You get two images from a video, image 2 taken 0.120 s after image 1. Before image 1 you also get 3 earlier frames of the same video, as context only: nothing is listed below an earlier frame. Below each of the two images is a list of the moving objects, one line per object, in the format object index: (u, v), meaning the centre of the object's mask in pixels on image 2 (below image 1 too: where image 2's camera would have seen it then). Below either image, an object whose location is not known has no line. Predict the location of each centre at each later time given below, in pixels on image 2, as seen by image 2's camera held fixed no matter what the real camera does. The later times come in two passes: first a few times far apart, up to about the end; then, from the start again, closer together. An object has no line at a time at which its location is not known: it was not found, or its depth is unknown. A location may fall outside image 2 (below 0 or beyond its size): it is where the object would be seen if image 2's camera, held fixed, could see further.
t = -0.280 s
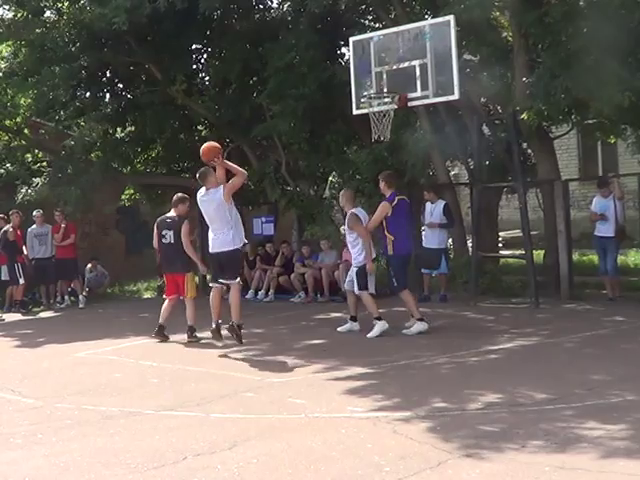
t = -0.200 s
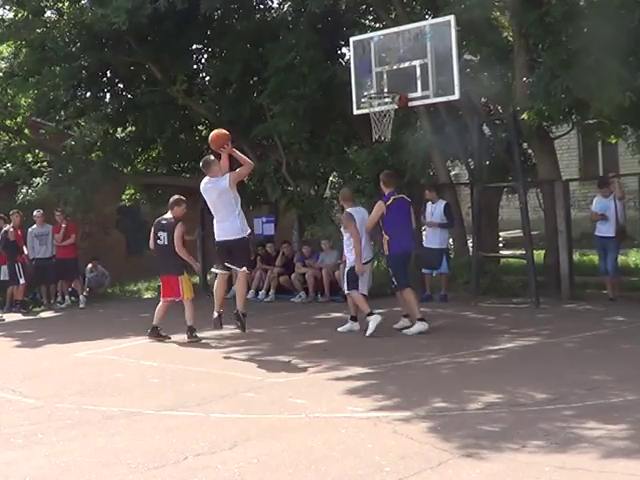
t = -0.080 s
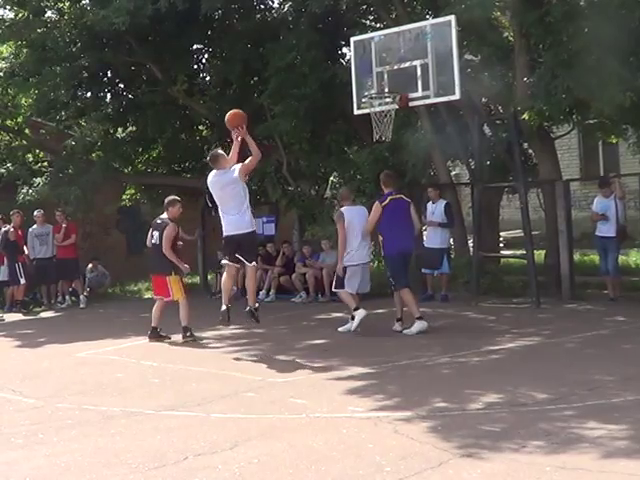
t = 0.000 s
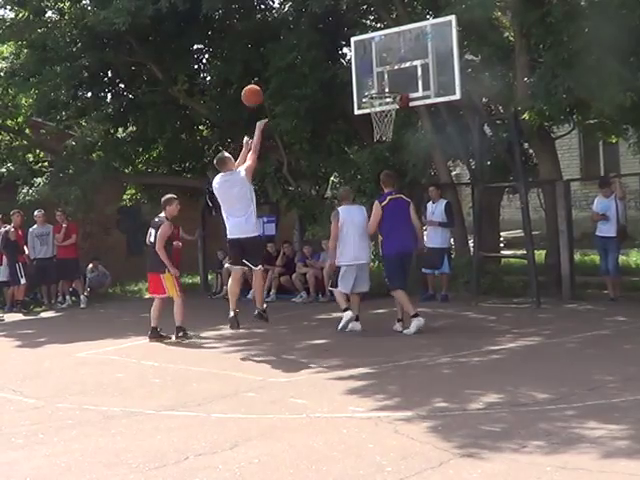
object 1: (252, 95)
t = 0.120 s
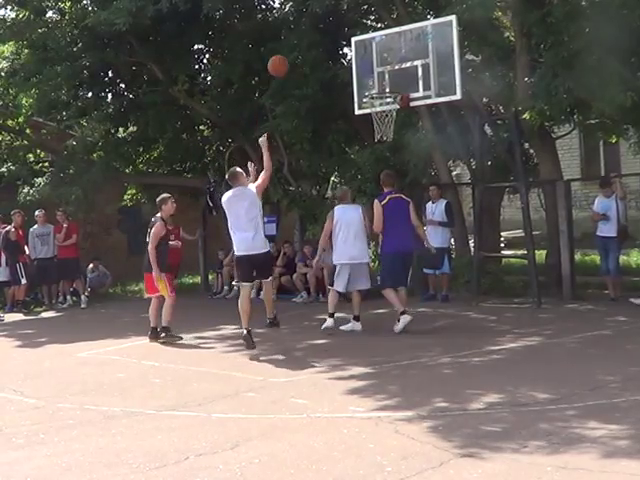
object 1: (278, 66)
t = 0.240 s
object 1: (302, 49)
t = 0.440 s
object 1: (341, 48)
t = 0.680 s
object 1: (386, 87)
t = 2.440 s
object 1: (203, 315)
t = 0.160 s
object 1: (287, 58)
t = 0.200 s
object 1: (294, 53)
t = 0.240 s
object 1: (302, 49)
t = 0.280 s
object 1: (311, 46)
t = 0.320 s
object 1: (319, 45)
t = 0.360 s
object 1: (326, 45)
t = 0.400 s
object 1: (334, 46)
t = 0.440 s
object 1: (341, 48)
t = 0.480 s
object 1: (349, 52)
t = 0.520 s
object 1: (357, 56)
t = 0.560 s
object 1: (364, 63)
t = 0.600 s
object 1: (373, 71)
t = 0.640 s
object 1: (379, 78)
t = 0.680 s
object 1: (386, 87)
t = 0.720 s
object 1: (392, 100)
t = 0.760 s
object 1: (391, 106)
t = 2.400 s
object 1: (206, 298)
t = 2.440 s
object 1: (203, 315)
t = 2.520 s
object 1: (192, 311)
